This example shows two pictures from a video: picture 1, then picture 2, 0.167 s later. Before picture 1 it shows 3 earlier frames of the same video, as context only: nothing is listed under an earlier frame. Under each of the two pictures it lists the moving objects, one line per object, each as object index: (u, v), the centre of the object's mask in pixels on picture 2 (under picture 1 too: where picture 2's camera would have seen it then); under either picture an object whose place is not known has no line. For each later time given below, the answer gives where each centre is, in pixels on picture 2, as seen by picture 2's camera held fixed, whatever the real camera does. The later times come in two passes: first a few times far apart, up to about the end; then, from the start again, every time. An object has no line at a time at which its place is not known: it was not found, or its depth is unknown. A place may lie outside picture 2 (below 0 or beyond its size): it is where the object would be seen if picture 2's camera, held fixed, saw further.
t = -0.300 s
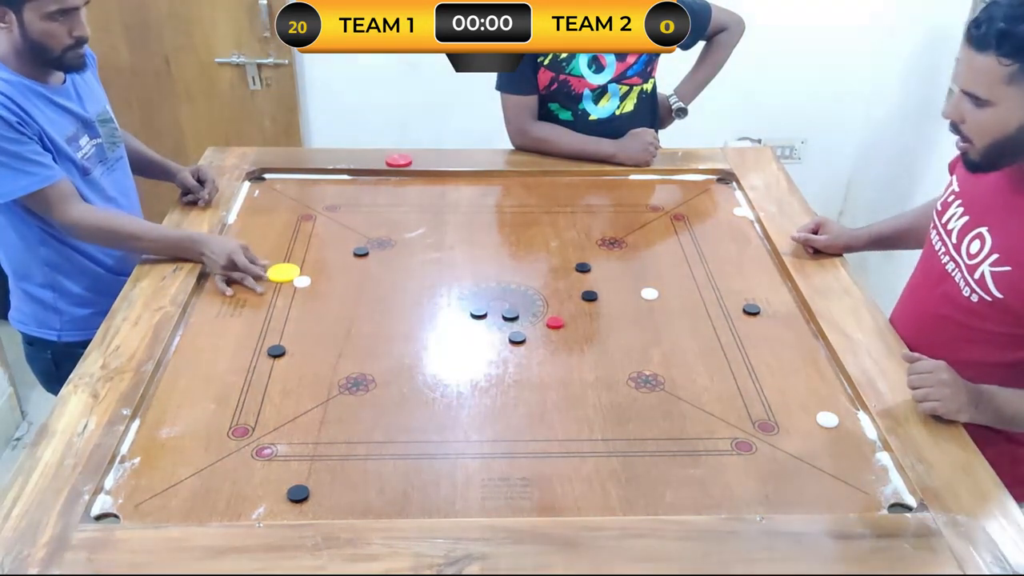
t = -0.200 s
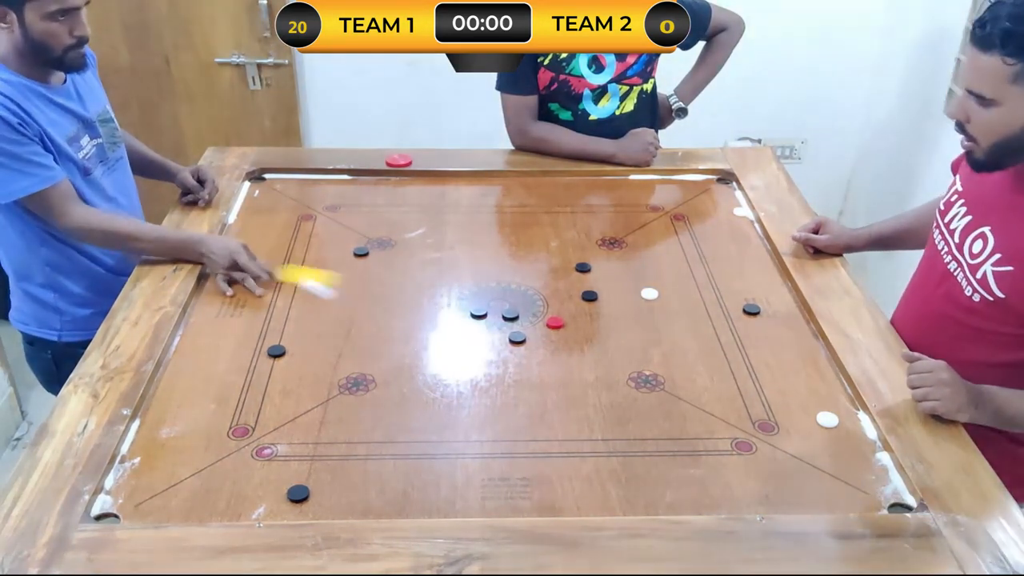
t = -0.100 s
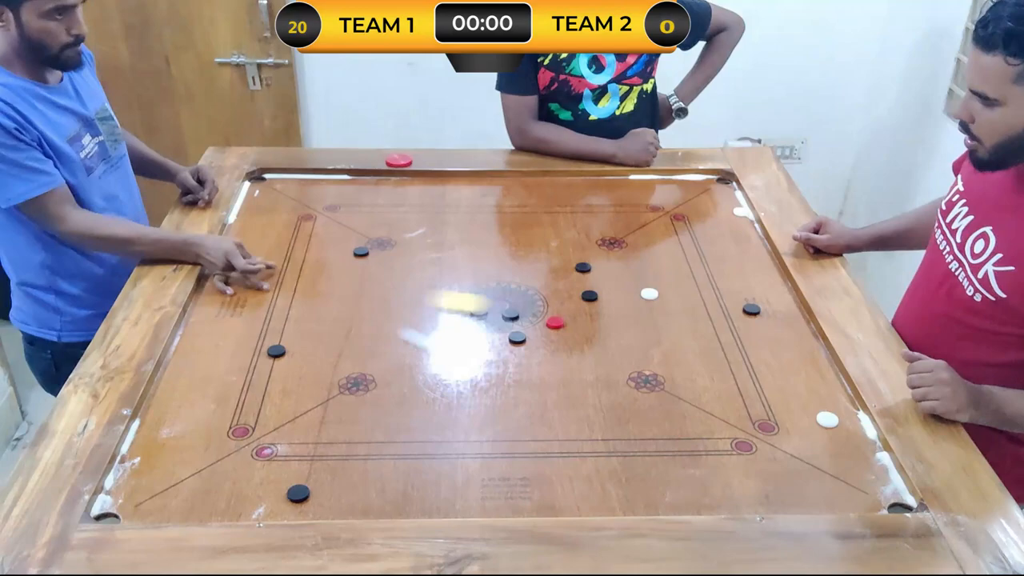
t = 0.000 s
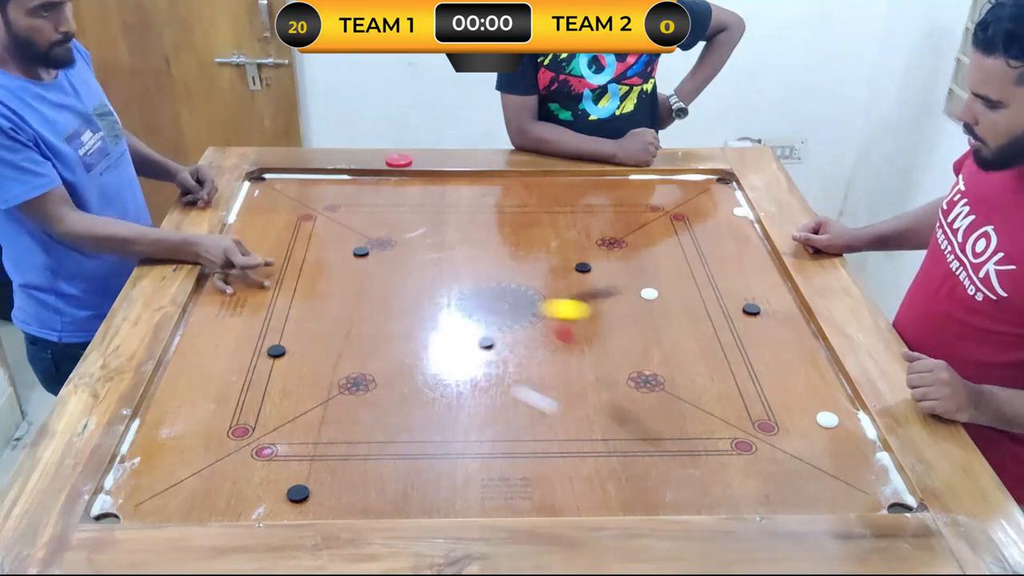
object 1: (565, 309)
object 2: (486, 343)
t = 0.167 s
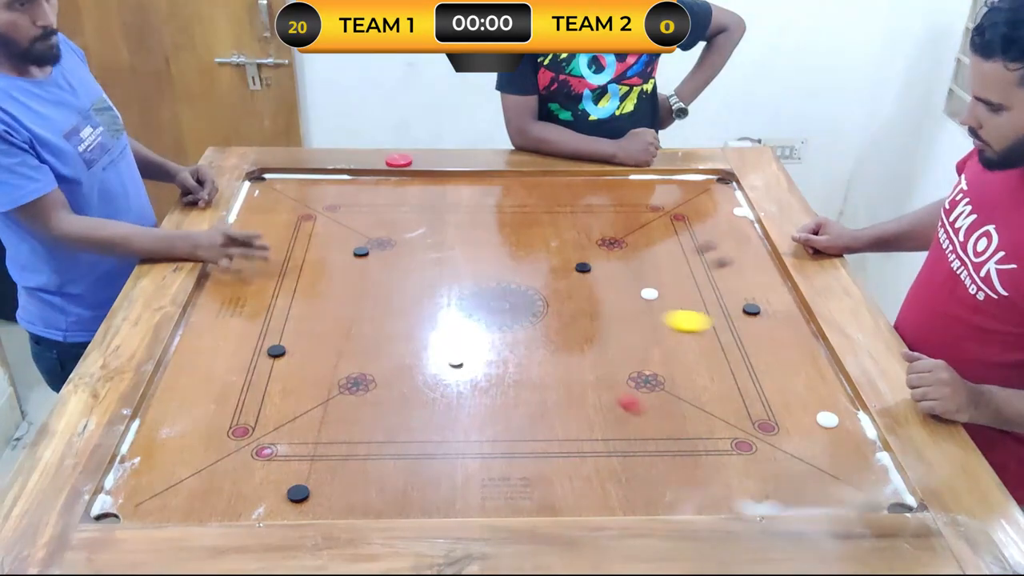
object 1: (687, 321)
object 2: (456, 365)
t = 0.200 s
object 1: (710, 323)
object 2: (451, 369)
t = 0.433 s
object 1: (767, 338)
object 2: (430, 376)
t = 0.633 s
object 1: (713, 344)
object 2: (430, 376)
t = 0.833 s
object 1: (673, 340)
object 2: (430, 376)
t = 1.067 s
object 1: (654, 338)
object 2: (430, 376)
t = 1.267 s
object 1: (653, 338)
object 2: (430, 376)
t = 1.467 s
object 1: (654, 338)
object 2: (430, 376)
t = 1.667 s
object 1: (654, 338)
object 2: (430, 376)
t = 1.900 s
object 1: (654, 338)
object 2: (430, 376)
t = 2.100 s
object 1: (653, 338)
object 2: (430, 376)
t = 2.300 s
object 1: (653, 338)
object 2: (430, 376)
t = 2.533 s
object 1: (653, 338)
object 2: (429, 376)
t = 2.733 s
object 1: (653, 338)
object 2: (430, 376)
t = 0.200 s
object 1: (710, 323)
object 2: (451, 369)
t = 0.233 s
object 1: (733, 325)
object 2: (446, 371)
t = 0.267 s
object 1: (756, 327)
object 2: (442, 373)
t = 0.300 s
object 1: (777, 329)
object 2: (437, 371)
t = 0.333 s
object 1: (796, 331)
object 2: (435, 373)
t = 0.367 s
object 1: (789, 333)
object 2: (432, 374)
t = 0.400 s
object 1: (778, 336)
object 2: (431, 376)
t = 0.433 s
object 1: (767, 338)
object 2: (430, 376)
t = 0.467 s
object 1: (757, 340)
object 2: (430, 376)
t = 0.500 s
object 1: (747, 342)
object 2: (430, 376)
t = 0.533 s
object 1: (739, 343)
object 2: (430, 376)
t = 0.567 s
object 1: (731, 345)
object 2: (430, 376)
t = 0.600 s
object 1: (722, 345)
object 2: (430, 376)
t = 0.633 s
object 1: (713, 344)
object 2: (430, 376)
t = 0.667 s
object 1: (705, 343)
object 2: (430, 376)
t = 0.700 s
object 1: (697, 342)
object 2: (430, 376)
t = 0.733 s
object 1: (690, 342)
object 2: (430, 376)
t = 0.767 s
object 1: (684, 341)
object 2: (430, 376)
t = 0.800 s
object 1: (678, 340)
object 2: (430, 376)
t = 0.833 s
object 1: (673, 340)
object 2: (430, 376)
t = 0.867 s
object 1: (668, 339)
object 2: (430, 376)
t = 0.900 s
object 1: (664, 339)
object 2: (430, 376)
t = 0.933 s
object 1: (660, 339)
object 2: (430, 376)
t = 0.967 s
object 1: (658, 338)
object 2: (430, 376)
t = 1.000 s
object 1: (656, 338)
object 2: (430, 376)
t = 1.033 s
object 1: (654, 338)
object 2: (430, 376)
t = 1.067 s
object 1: (654, 338)
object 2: (430, 376)
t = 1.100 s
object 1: (654, 338)
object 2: (430, 376)
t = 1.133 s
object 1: (654, 338)
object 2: (430, 376)
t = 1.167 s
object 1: (654, 338)
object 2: (430, 376)
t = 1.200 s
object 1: (654, 338)
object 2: (430, 376)
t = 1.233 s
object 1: (654, 338)
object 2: (430, 376)
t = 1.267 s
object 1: (653, 338)
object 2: (430, 376)
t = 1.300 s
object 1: (653, 338)
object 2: (430, 376)
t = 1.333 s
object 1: (653, 338)
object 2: (430, 376)
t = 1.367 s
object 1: (654, 338)
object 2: (430, 376)
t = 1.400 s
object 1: (654, 338)
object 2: (430, 376)
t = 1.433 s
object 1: (654, 338)
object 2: (430, 376)
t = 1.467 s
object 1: (654, 338)
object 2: (430, 376)
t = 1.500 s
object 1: (654, 338)
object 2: (430, 376)
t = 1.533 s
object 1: (654, 338)
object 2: (430, 376)
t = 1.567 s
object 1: (654, 338)
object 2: (430, 376)
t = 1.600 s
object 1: (654, 338)
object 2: (430, 376)
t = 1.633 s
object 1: (653, 338)
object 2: (430, 376)
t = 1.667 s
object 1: (654, 338)
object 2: (430, 376)
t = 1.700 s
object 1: (654, 338)
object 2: (430, 376)
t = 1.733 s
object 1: (654, 338)
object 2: (430, 376)
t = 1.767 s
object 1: (654, 338)
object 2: (430, 376)
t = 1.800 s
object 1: (654, 338)
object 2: (430, 376)
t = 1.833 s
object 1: (654, 338)
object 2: (430, 376)
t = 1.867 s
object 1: (654, 338)
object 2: (430, 376)
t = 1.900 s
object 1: (654, 338)
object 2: (430, 376)
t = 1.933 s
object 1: (653, 338)
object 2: (430, 376)
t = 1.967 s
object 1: (654, 338)
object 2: (430, 376)
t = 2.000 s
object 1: (654, 338)
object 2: (430, 376)
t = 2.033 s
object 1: (654, 338)
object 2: (430, 376)
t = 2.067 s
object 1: (654, 338)
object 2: (430, 376)
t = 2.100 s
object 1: (653, 338)
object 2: (430, 376)
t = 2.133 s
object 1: (653, 338)
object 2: (430, 376)
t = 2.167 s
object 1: (654, 338)
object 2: (430, 376)
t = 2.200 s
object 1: (653, 338)
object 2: (430, 376)
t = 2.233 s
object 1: (654, 338)
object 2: (430, 376)
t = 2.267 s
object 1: (653, 338)
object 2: (430, 376)
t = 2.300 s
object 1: (653, 338)
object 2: (430, 376)
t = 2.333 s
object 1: (653, 338)
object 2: (429, 376)
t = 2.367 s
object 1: (654, 338)
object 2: (429, 376)
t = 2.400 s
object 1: (654, 338)
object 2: (430, 376)
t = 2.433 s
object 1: (654, 338)
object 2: (429, 376)
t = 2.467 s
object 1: (654, 338)
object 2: (429, 376)
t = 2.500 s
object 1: (654, 338)
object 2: (429, 376)
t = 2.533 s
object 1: (653, 338)
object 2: (429, 376)
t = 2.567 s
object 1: (654, 338)
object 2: (429, 376)
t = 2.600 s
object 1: (654, 338)
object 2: (429, 376)
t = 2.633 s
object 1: (654, 338)
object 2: (429, 376)
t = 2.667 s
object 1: (653, 338)
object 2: (429, 376)
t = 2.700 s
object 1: (654, 338)
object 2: (430, 376)
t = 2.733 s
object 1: (653, 338)
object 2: (430, 376)
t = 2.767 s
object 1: (653, 338)
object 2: (429, 376)
